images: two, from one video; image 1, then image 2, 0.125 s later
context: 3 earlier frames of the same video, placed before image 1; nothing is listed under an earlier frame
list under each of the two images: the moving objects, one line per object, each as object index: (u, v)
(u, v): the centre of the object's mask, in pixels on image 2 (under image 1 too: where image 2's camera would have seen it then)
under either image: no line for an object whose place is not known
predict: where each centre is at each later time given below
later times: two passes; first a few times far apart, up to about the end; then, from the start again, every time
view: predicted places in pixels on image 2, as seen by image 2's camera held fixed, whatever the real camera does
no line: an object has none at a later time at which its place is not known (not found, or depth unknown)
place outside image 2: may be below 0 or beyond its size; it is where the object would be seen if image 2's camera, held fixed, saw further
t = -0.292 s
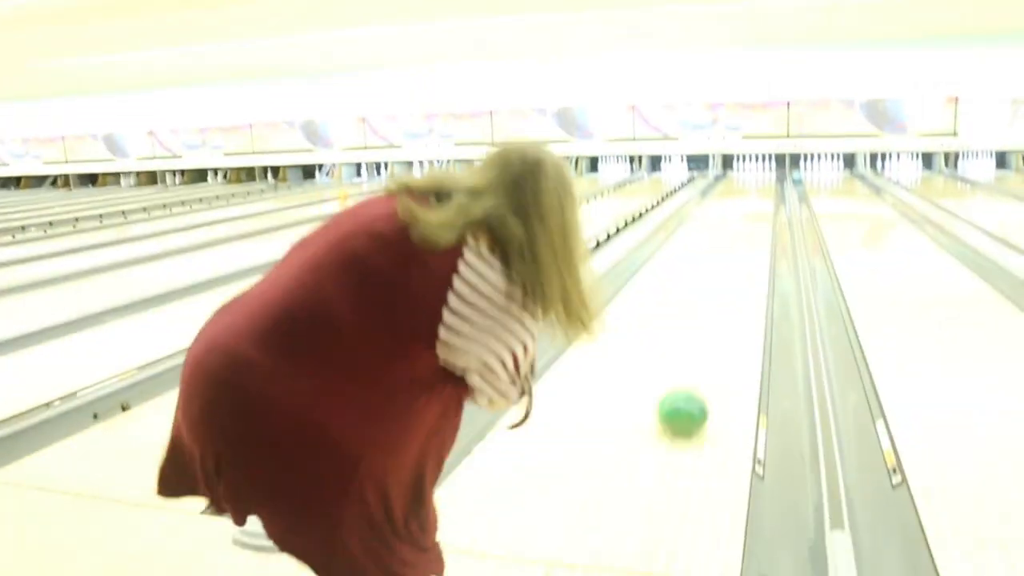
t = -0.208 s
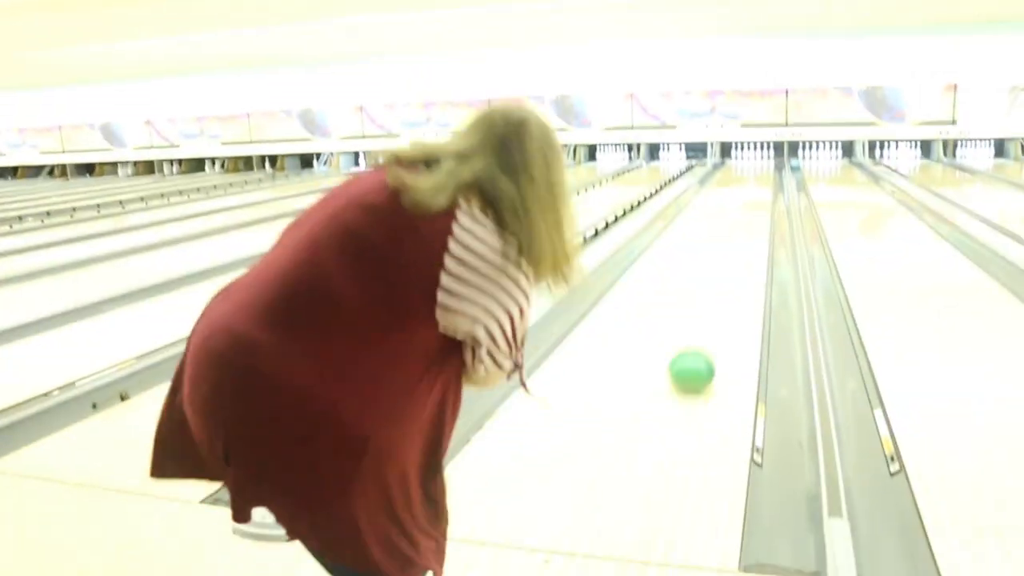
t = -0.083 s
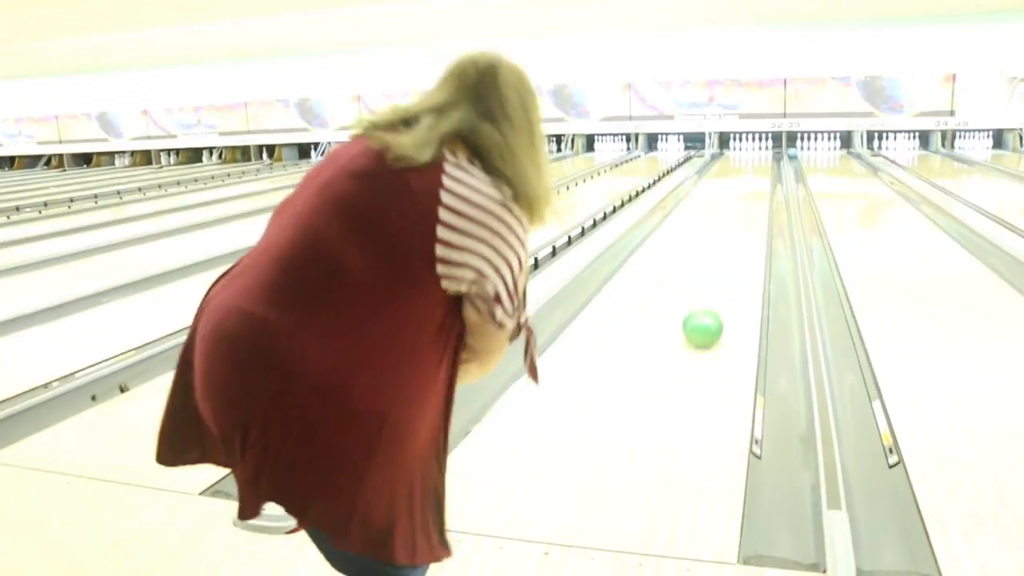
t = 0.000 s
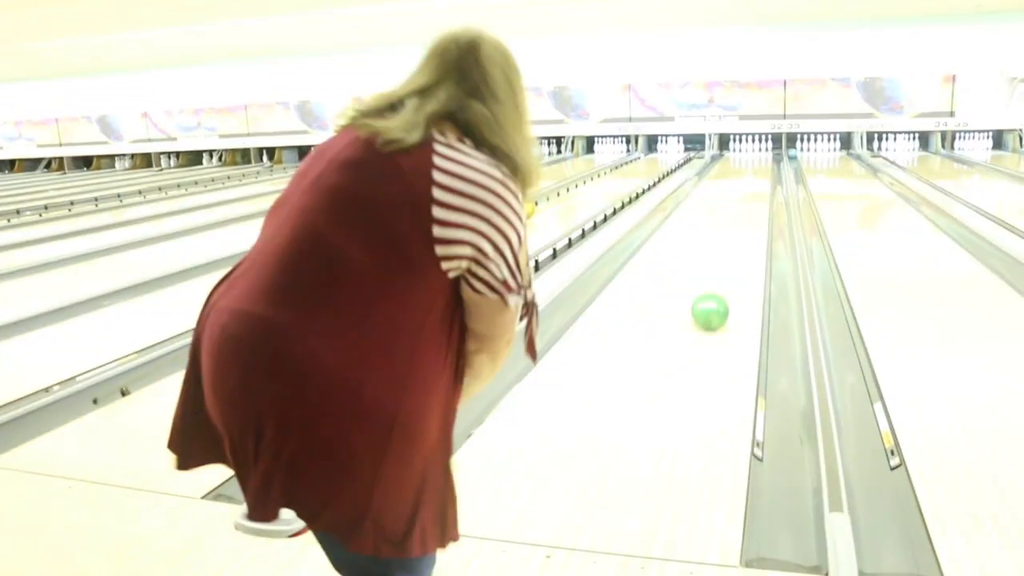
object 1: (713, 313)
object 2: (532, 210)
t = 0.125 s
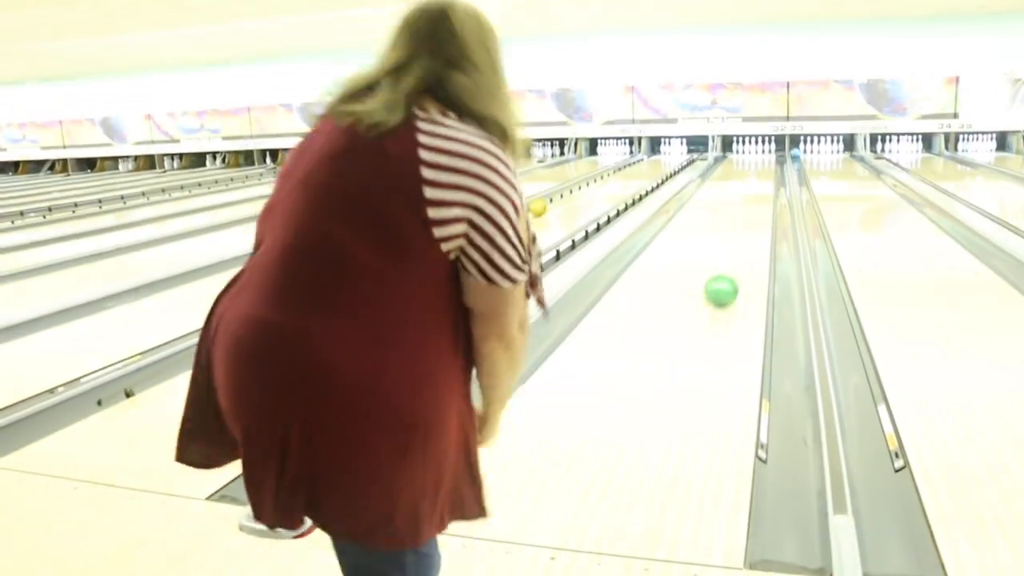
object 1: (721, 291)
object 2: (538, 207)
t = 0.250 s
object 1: (727, 272)
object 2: (546, 204)
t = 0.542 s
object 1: (737, 240)
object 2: (564, 198)
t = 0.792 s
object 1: (743, 222)
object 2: (576, 193)
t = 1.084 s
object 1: (747, 206)
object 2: (589, 188)
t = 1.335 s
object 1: (750, 195)
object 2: (599, 184)
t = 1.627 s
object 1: (753, 185)
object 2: (610, 180)
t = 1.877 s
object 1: (755, 178)
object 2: (618, 176)
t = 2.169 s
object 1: (757, 171)
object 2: (628, 172)
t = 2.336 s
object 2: (632, 171)
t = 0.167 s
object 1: (723, 284)
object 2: (540, 206)
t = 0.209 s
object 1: (725, 278)
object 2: (543, 205)
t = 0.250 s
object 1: (727, 272)
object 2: (546, 204)
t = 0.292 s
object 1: (729, 266)
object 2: (548, 203)
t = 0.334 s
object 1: (731, 261)
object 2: (551, 202)
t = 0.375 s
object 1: (732, 256)
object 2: (554, 201)
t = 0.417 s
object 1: (734, 252)
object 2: (556, 200)
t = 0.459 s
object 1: (735, 248)
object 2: (559, 199)
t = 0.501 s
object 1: (736, 244)
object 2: (561, 199)
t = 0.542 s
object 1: (737, 240)
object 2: (564, 198)
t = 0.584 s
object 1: (738, 237)
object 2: (566, 197)
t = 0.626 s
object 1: (739, 234)
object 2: (568, 196)
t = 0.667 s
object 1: (740, 231)
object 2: (570, 195)
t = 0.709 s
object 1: (741, 228)
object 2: (572, 195)
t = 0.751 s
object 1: (742, 225)
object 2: (574, 194)
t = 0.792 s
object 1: (743, 222)
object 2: (576, 193)
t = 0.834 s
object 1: (743, 220)
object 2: (578, 193)
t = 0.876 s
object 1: (744, 217)
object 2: (580, 192)
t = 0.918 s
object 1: (745, 215)
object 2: (582, 192)
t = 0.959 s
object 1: (746, 212)
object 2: (584, 190)
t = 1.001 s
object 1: (746, 210)
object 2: (586, 190)
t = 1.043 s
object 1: (746, 208)
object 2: (588, 189)
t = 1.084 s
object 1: (747, 206)
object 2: (589, 188)
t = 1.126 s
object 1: (748, 204)
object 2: (591, 188)
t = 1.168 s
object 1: (748, 202)
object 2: (592, 187)
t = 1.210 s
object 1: (749, 201)
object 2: (594, 187)
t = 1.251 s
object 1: (749, 199)
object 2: (596, 186)
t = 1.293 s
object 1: (749, 197)
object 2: (598, 185)
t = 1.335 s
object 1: (750, 195)
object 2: (599, 184)
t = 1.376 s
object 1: (750, 194)
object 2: (600, 184)
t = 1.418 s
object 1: (751, 193)
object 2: (602, 183)
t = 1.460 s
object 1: (751, 191)
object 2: (604, 182)
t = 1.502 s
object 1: (752, 189)
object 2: (605, 181)
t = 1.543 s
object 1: (752, 188)
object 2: (607, 181)
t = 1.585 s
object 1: (752, 187)
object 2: (609, 180)
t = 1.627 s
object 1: (753, 185)
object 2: (610, 180)
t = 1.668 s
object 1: (753, 184)
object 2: (612, 179)
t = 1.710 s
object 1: (753, 183)
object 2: (613, 178)
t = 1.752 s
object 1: (754, 182)
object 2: (614, 178)
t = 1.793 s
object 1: (754, 180)
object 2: (616, 177)
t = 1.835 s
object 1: (754, 180)
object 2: (617, 176)
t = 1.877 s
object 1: (755, 178)
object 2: (618, 176)
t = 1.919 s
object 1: (755, 178)
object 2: (620, 175)
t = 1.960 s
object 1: (755, 177)
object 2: (621, 175)
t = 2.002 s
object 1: (756, 176)
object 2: (622, 175)
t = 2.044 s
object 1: (756, 175)
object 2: (624, 174)
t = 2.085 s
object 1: (756, 174)
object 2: (625, 173)
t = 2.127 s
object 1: (756, 173)
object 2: (626, 173)
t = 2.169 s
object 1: (757, 171)
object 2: (628, 172)
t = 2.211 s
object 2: (628, 172)
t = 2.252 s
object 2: (629, 172)
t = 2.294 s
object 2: (631, 171)
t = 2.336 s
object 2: (632, 171)
